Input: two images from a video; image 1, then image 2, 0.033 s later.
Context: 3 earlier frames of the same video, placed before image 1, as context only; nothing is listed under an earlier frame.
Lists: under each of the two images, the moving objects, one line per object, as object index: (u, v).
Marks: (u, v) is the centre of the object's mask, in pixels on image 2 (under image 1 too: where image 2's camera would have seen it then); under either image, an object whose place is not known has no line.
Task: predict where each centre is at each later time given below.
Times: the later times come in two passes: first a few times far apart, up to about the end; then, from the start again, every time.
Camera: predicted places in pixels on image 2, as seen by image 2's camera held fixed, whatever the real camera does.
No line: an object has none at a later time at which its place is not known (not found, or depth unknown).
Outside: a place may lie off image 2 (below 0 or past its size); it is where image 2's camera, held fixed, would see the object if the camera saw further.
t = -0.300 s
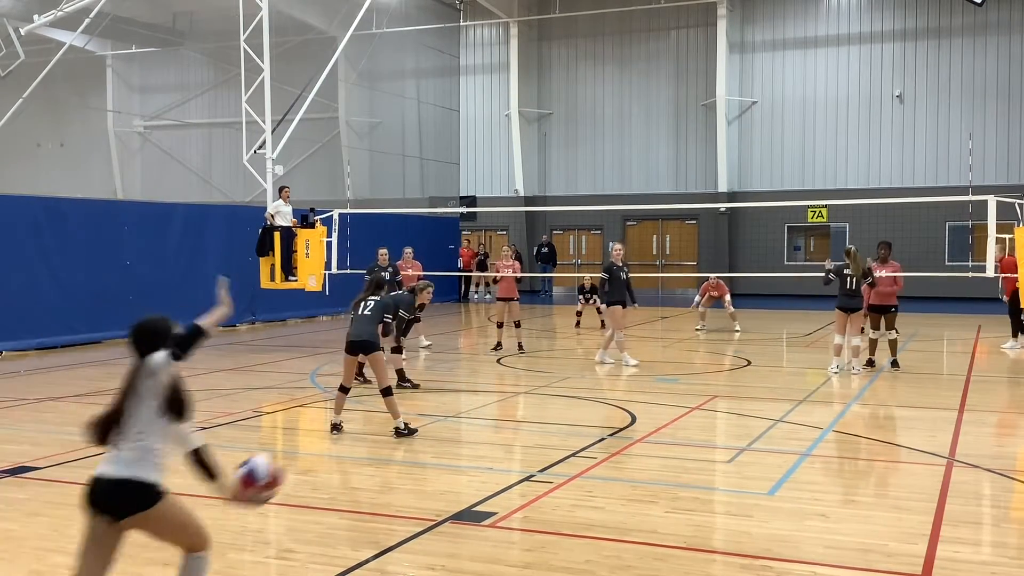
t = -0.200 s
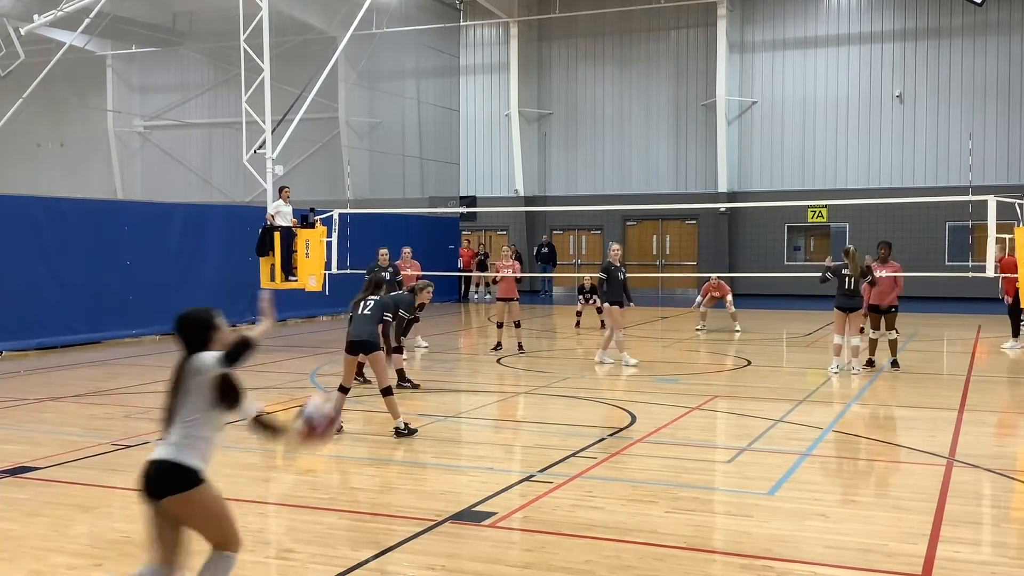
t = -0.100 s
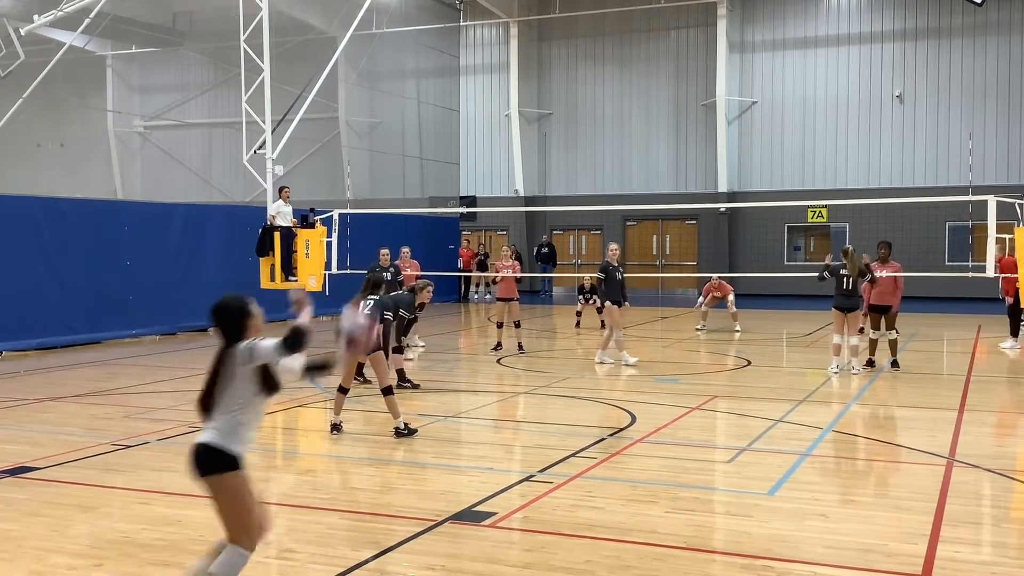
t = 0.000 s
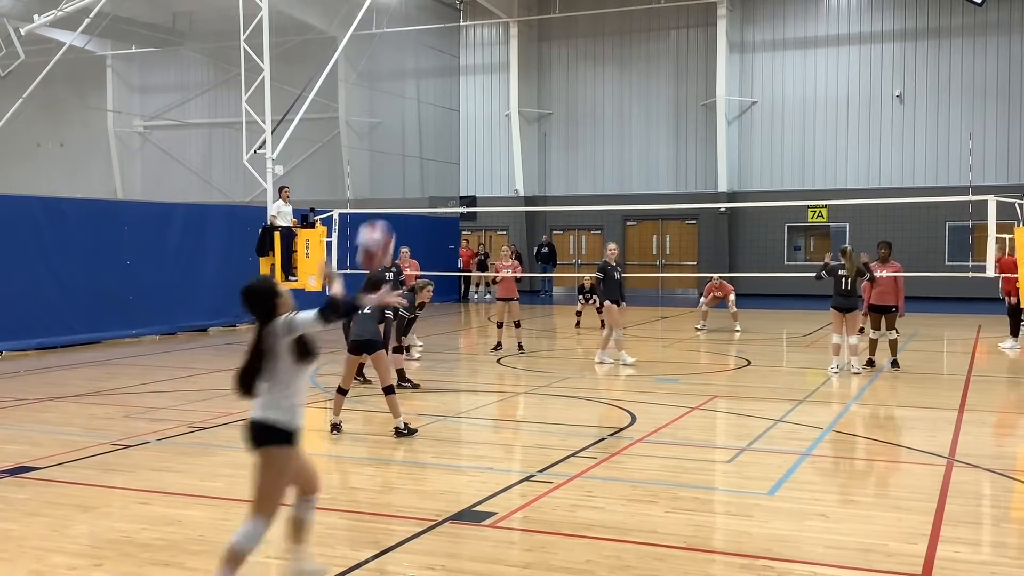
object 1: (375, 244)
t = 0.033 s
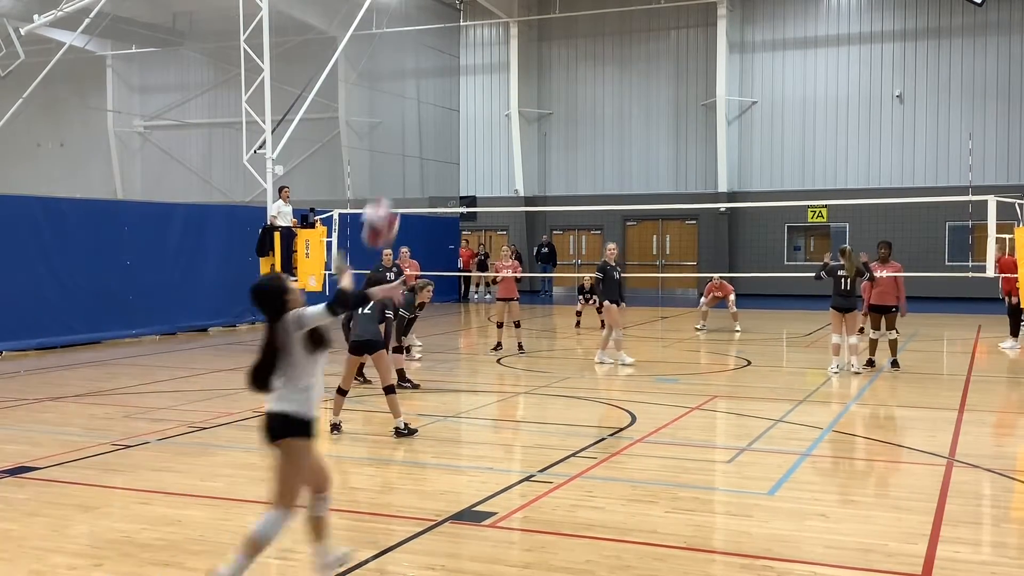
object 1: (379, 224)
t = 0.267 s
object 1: (415, 134)
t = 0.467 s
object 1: (441, 138)
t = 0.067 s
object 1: (384, 204)
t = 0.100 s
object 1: (389, 184)
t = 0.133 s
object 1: (395, 170)
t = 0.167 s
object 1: (400, 158)
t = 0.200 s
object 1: (405, 148)
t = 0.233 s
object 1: (410, 140)
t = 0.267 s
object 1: (415, 134)
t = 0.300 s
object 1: (419, 130)
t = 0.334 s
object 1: (424, 128)
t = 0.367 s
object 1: (428, 128)
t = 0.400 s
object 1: (433, 129)
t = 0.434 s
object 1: (437, 133)
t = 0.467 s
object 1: (441, 138)
